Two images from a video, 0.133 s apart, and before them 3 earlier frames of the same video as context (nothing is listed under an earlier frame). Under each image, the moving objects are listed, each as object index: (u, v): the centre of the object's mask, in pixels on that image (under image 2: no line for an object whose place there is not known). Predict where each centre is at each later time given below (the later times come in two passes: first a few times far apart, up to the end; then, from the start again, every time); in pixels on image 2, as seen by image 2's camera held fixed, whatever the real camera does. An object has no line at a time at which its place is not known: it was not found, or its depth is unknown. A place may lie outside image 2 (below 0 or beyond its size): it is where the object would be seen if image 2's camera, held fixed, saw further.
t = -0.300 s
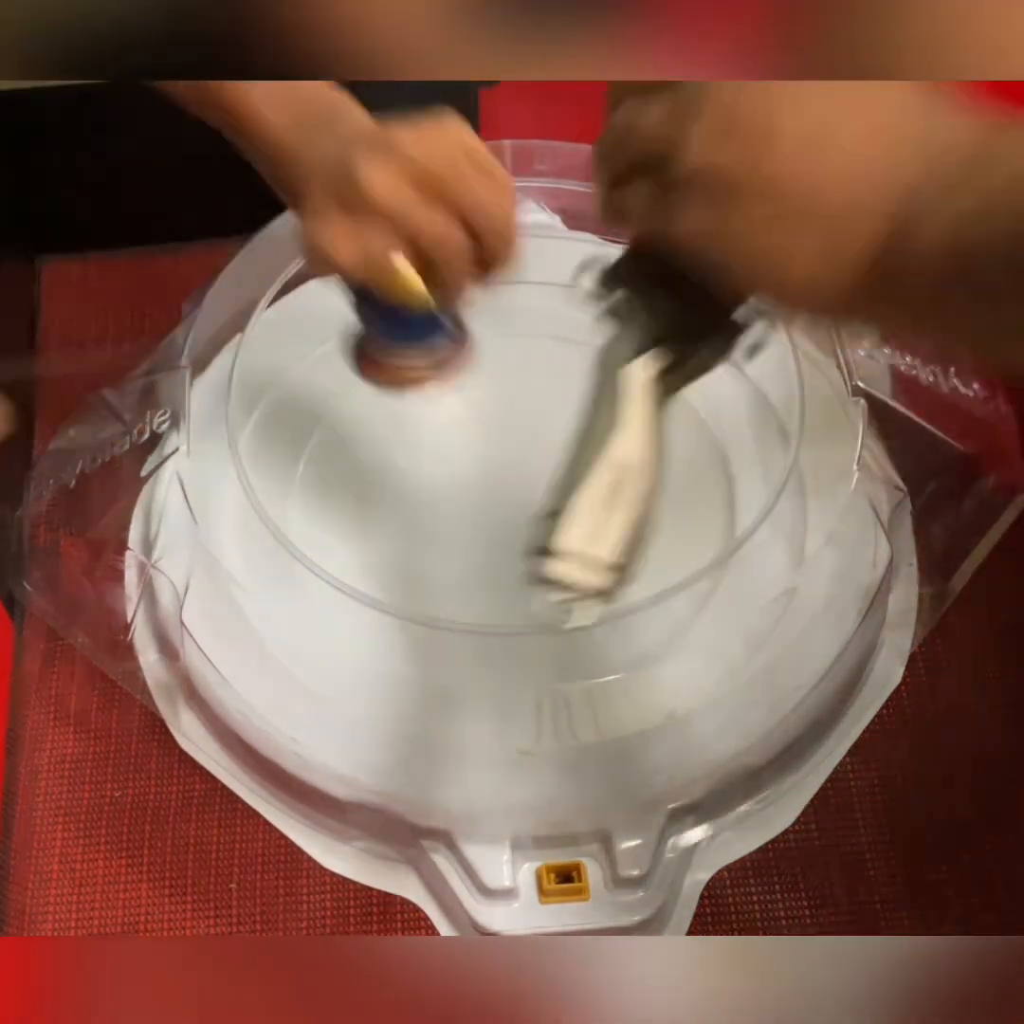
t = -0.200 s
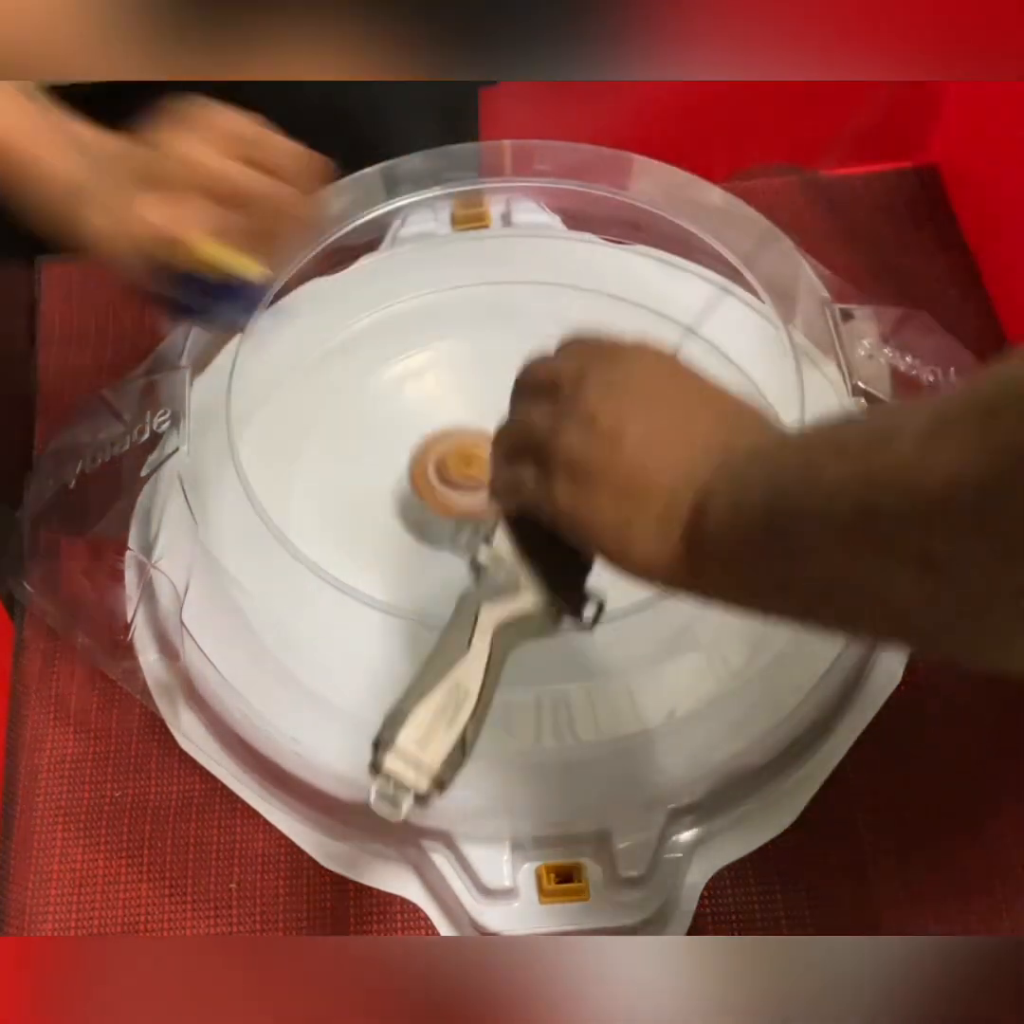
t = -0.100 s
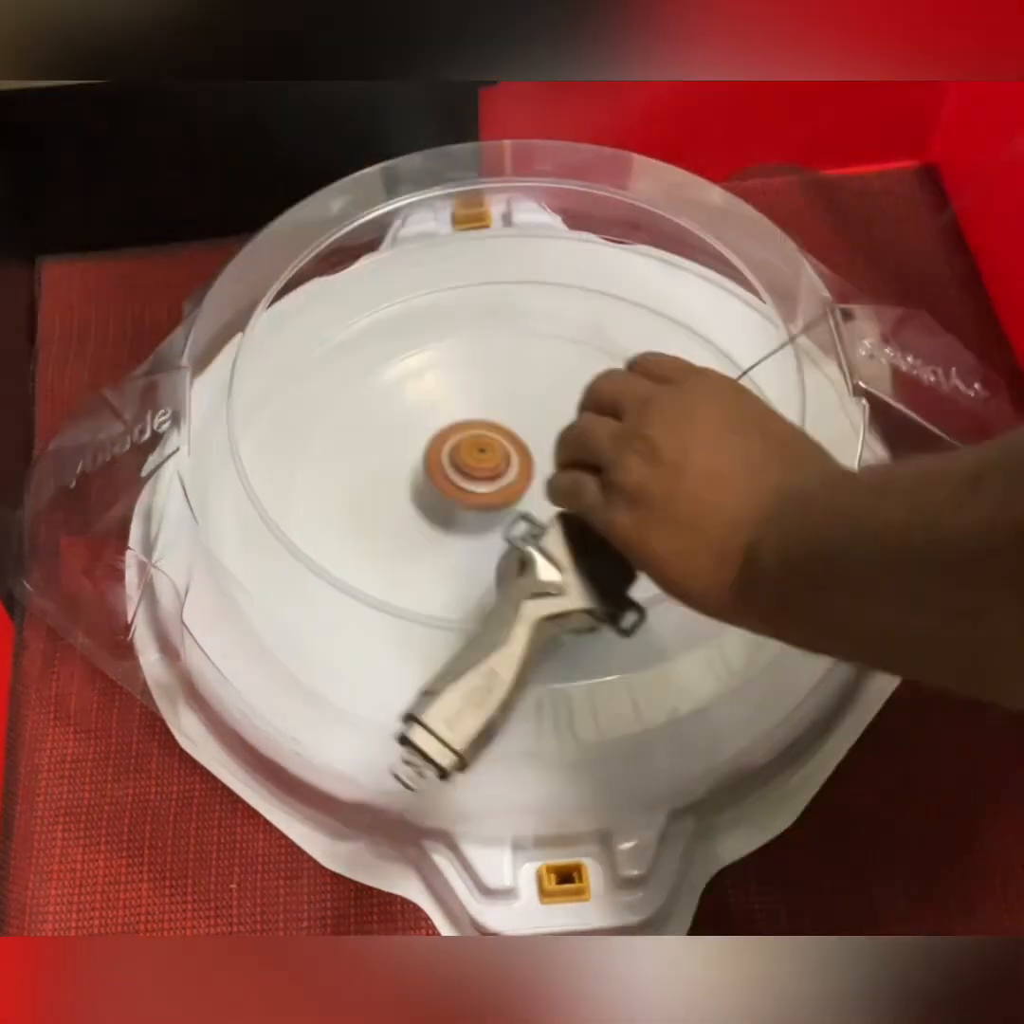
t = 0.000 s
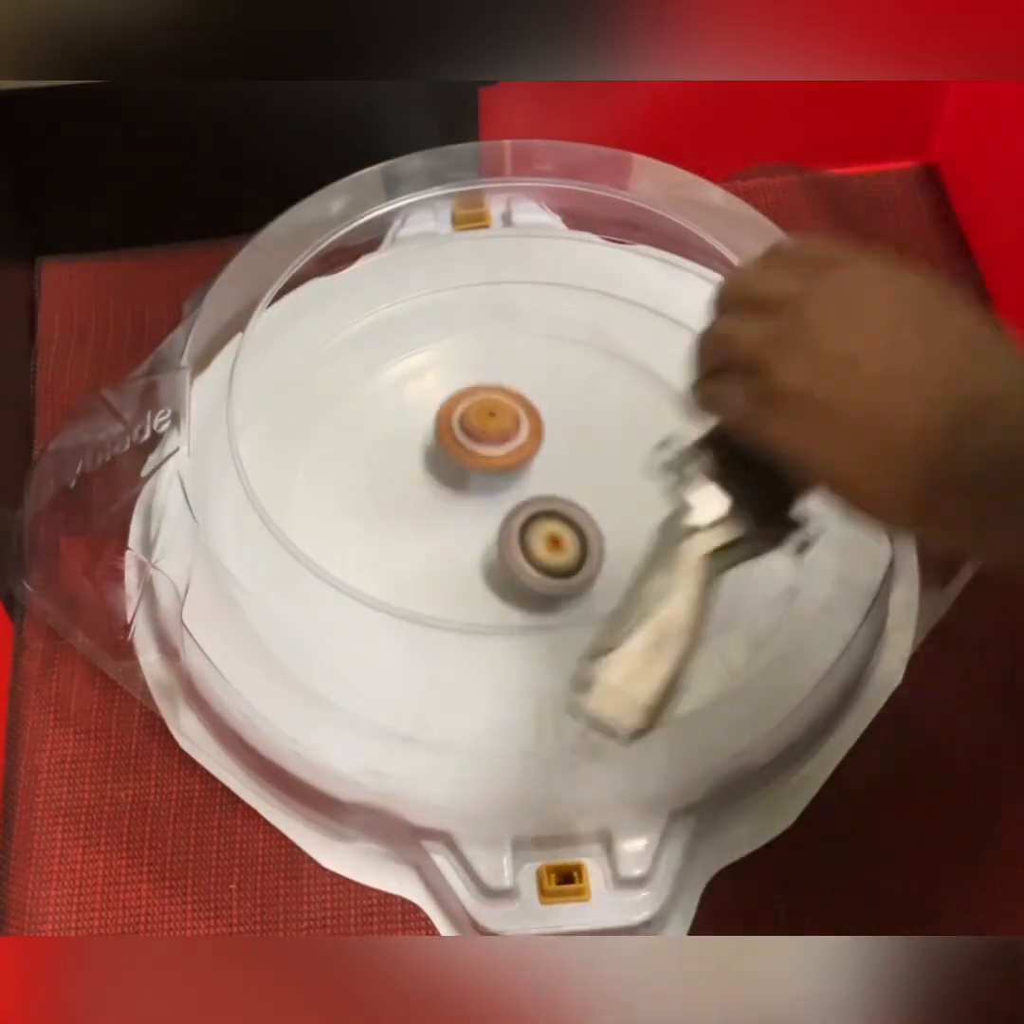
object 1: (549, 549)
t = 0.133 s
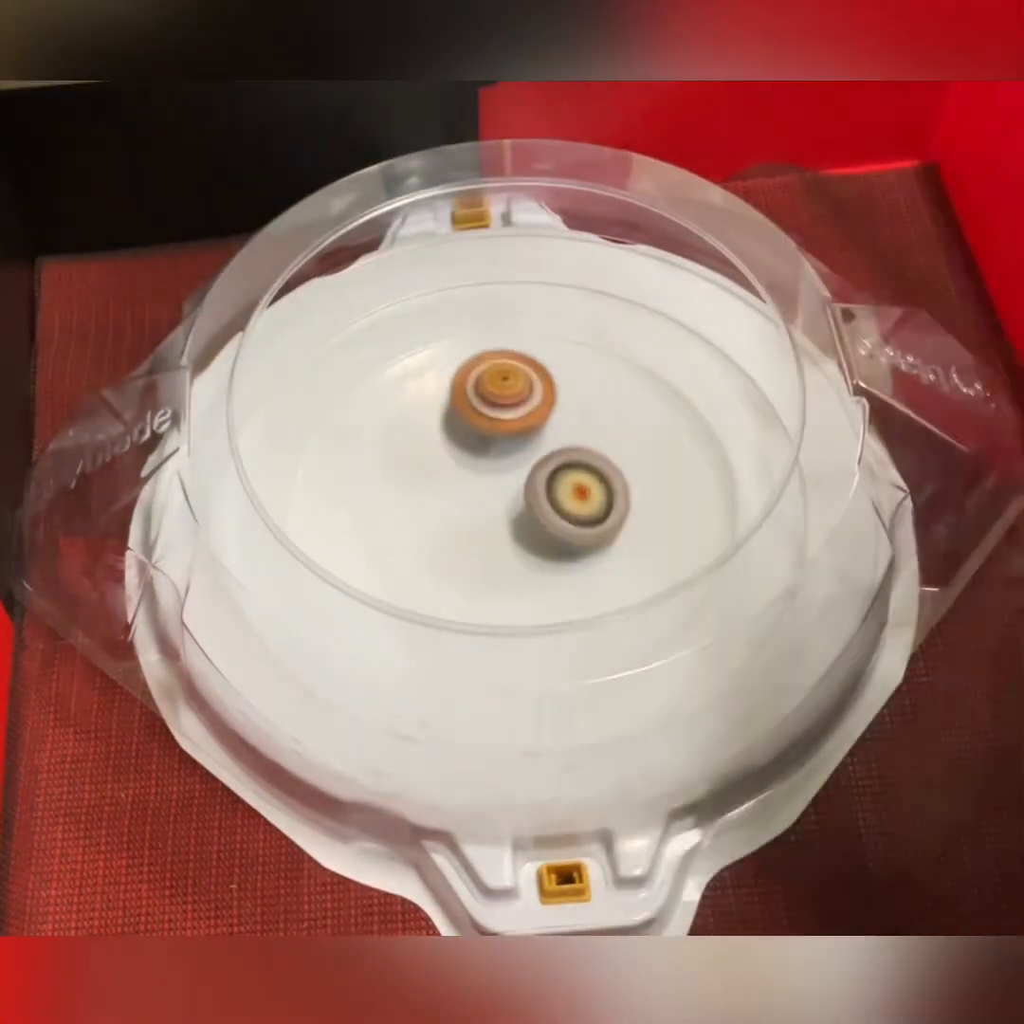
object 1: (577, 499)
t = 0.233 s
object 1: (613, 471)
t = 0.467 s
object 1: (691, 441)
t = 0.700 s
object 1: (576, 416)
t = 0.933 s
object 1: (514, 429)
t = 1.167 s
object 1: (576, 511)
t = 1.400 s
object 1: (668, 606)
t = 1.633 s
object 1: (752, 610)
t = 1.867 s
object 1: (783, 516)
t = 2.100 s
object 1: (762, 410)
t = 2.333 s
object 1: (711, 341)
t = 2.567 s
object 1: (682, 322)
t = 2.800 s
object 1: (644, 331)
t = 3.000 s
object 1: (564, 414)
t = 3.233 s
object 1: (779, 531)
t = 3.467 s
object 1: (769, 561)
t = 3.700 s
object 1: (658, 534)
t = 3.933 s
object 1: (569, 480)
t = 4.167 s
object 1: (549, 479)
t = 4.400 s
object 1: (662, 479)
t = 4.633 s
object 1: (666, 466)
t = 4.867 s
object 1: (591, 476)
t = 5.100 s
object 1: (575, 486)
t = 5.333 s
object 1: (564, 493)
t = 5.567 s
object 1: (579, 488)
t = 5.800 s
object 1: (573, 488)
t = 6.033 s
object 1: (662, 463)
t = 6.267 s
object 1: (570, 470)
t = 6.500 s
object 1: (554, 486)
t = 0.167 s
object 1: (579, 481)
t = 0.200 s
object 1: (596, 475)
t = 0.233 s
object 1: (613, 471)
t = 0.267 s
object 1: (627, 467)
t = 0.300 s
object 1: (639, 461)
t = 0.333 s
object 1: (659, 459)
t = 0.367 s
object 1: (675, 455)
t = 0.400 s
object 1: (686, 449)
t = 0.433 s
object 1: (691, 447)
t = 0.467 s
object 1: (691, 441)
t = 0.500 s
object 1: (686, 437)
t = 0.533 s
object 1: (677, 432)
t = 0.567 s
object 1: (663, 427)
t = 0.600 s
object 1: (645, 423)
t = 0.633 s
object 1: (626, 419)
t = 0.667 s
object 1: (601, 417)
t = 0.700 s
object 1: (576, 416)
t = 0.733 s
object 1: (551, 416)
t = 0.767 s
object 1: (526, 416)
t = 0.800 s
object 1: (502, 418)
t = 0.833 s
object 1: (484, 422)
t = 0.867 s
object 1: (493, 421)
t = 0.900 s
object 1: (504, 424)
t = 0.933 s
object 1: (514, 429)
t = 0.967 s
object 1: (523, 436)
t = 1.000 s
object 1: (531, 444)
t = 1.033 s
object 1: (538, 452)
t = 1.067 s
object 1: (544, 463)
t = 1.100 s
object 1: (548, 472)
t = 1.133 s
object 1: (558, 489)
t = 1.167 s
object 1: (576, 511)
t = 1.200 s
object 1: (593, 532)
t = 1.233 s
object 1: (605, 550)
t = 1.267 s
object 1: (616, 564)
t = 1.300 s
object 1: (626, 577)
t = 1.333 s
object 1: (635, 585)
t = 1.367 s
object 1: (654, 597)
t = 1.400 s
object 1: (668, 606)
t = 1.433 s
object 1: (682, 611)
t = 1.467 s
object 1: (692, 615)
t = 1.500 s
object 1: (701, 615)
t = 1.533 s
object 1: (710, 616)
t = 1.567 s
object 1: (721, 616)
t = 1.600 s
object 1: (735, 613)
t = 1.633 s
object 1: (752, 610)
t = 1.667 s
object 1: (769, 602)
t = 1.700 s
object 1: (780, 592)
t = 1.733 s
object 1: (785, 579)
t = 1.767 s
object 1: (783, 563)
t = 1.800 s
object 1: (781, 545)
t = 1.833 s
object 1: (780, 531)
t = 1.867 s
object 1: (783, 516)
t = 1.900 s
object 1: (789, 501)
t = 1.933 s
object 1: (795, 486)
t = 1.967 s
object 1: (796, 471)
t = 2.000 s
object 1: (789, 457)
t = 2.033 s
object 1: (780, 440)
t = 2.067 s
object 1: (771, 426)
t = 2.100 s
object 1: (762, 410)
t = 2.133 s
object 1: (750, 399)
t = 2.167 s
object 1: (744, 386)
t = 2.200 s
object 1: (738, 375)
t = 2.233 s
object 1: (731, 366)
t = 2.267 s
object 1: (723, 356)
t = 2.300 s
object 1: (716, 348)
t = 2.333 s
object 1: (711, 341)
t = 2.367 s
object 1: (707, 336)
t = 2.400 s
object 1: (705, 331)
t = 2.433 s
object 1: (702, 327)
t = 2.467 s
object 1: (697, 324)
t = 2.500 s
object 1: (691, 324)
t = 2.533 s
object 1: (687, 323)
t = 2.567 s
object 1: (682, 322)
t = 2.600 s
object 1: (676, 322)
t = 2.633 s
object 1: (671, 321)
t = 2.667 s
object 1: (666, 320)
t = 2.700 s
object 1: (659, 324)
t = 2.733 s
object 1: (655, 324)
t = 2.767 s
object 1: (649, 328)
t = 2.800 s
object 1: (644, 331)
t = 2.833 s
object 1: (639, 335)
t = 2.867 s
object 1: (632, 342)
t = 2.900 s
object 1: (620, 354)
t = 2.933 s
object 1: (604, 370)
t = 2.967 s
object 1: (587, 389)
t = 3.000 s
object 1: (564, 414)
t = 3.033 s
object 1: (539, 440)
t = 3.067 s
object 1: (569, 461)
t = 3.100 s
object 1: (625, 477)
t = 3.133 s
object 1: (677, 488)
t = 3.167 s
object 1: (717, 500)
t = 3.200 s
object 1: (752, 510)
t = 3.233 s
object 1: (779, 531)
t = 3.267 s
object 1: (804, 537)
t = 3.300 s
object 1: (819, 546)
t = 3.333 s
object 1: (825, 555)
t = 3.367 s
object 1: (811, 557)
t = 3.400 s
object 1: (799, 560)
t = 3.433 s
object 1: (788, 558)
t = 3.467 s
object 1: (769, 561)
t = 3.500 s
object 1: (756, 555)
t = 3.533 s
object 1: (742, 551)
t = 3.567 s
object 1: (729, 546)
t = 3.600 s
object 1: (715, 543)
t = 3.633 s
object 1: (699, 542)
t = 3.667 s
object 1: (678, 538)
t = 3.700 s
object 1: (658, 534)
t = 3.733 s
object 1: (637, 528)
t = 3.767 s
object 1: (629, 517)
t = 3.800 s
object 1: (619, 508)
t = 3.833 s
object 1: (608, 499)
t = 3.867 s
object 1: (596, 490)
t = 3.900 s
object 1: (583, 483)
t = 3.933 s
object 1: (569, 480)
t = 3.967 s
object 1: (555, 478)
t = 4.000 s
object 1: (541, 479)
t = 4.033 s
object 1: (532, 479)
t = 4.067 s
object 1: (535, 477)
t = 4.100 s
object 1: (536, 477)
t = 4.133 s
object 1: (536, 479)
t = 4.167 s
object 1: (549, 479)
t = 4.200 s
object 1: (562, 480)
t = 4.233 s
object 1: (570, 482)
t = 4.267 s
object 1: (574, 483)
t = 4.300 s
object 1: (574, 487)
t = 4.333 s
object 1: (594, 487)
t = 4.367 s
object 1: (634, 483)
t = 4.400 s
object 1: (662, 479)
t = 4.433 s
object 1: (682, 475)
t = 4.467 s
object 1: (694, 471)
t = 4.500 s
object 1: (697, 470)
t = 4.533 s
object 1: (695, 469)
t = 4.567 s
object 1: (688, 467)
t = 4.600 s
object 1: (678, 466)
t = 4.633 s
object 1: (666, 466)
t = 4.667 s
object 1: (653, 466)
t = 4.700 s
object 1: (639, 467)
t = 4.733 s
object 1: (623, 469)
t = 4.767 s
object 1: (609, 471)
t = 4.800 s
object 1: (594, 474)
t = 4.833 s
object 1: (591, 475)
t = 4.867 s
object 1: (591, 476)
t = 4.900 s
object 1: (588, 478)
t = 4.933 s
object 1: (586, 480)
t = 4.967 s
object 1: (590, 480)
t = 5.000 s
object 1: (588, 481)
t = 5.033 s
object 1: (586, 482)
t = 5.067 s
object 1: (582, 484)
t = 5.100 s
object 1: (575, 486)
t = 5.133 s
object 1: (570, 488)
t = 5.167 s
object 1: (568, 490)
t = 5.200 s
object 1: (566, 491)
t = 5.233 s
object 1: (565, 491)
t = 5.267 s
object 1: (566, 491)
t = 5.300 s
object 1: (565, 492)
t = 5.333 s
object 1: (564, 493)
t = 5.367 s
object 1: (566, 493)
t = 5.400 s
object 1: (572, 491)
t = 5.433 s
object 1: (574, 491)
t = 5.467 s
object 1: (573, 491)
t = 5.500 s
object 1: (569, 493)
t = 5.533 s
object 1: (569, 493)
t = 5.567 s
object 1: (579, 488)
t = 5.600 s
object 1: (586, 485)
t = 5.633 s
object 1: (587, 484)
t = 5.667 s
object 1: (584, 484)
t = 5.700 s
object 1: (578, 485)
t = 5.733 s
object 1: (570, 489)
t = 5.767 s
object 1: (572, 489)
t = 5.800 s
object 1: (573, 488)
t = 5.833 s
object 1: (573, 491)
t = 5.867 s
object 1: (581, 491)
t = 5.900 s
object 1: (613, 484)
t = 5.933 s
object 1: (637, 476)
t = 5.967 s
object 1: (653, 470)
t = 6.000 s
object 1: (660, 467)
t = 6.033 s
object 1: (662, 463)
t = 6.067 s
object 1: (657, 460)
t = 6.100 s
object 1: (647, 460)
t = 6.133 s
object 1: (632, 461)
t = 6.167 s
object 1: (614, 463)
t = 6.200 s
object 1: (594, 465)
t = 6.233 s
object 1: (574, 470)
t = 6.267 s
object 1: (570, 470)
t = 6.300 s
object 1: (581, 468)
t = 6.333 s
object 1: (587, 467)
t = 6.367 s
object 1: (588, 469)
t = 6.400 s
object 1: (584, 472)
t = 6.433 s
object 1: (577, 477)
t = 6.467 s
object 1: (566, 482)
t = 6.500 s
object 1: (554, 486)
